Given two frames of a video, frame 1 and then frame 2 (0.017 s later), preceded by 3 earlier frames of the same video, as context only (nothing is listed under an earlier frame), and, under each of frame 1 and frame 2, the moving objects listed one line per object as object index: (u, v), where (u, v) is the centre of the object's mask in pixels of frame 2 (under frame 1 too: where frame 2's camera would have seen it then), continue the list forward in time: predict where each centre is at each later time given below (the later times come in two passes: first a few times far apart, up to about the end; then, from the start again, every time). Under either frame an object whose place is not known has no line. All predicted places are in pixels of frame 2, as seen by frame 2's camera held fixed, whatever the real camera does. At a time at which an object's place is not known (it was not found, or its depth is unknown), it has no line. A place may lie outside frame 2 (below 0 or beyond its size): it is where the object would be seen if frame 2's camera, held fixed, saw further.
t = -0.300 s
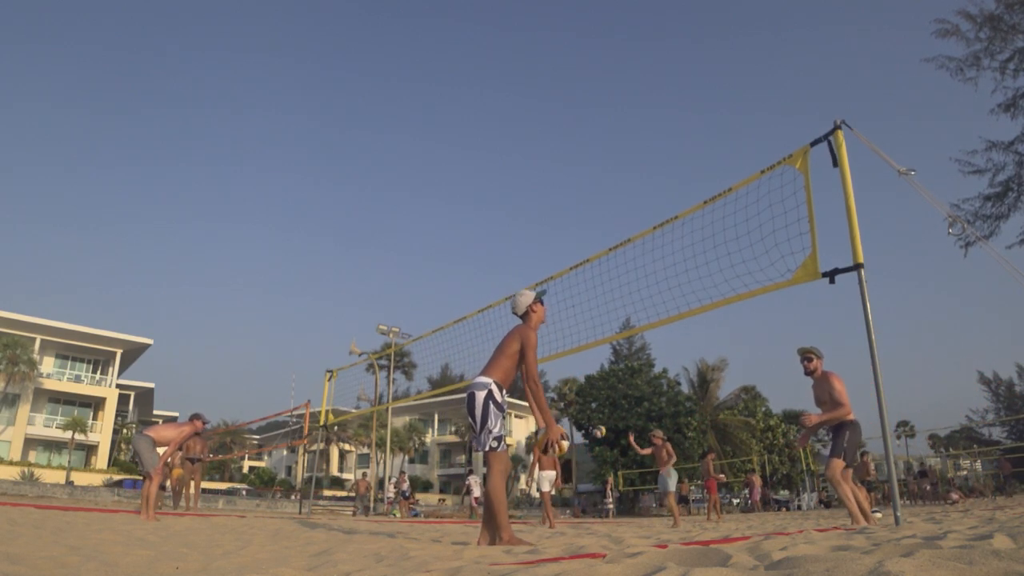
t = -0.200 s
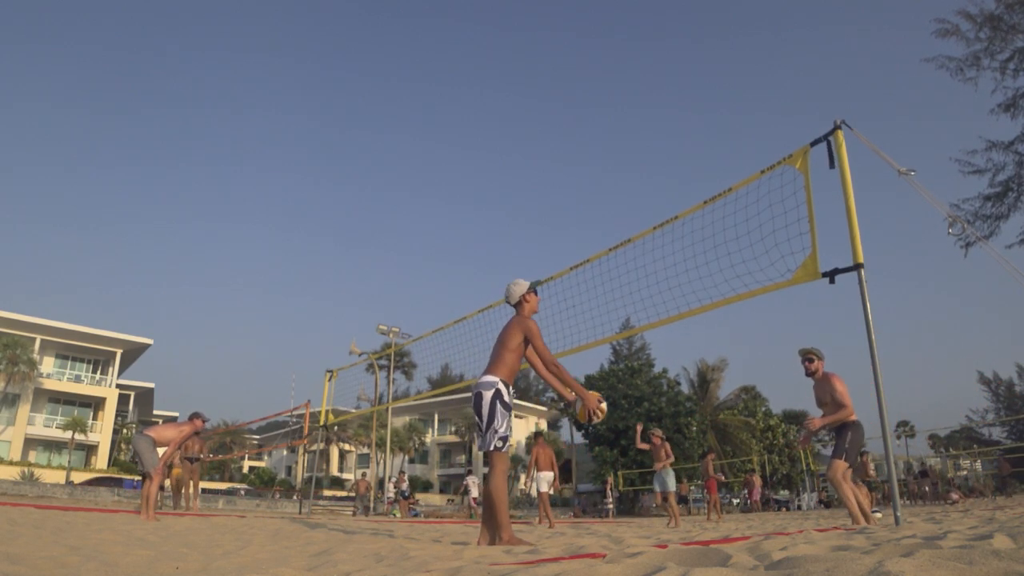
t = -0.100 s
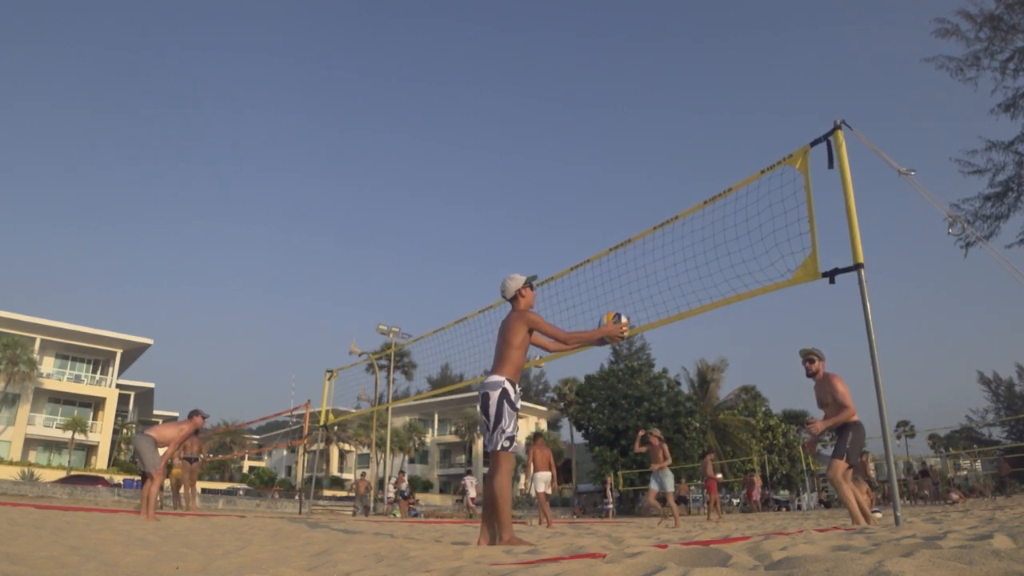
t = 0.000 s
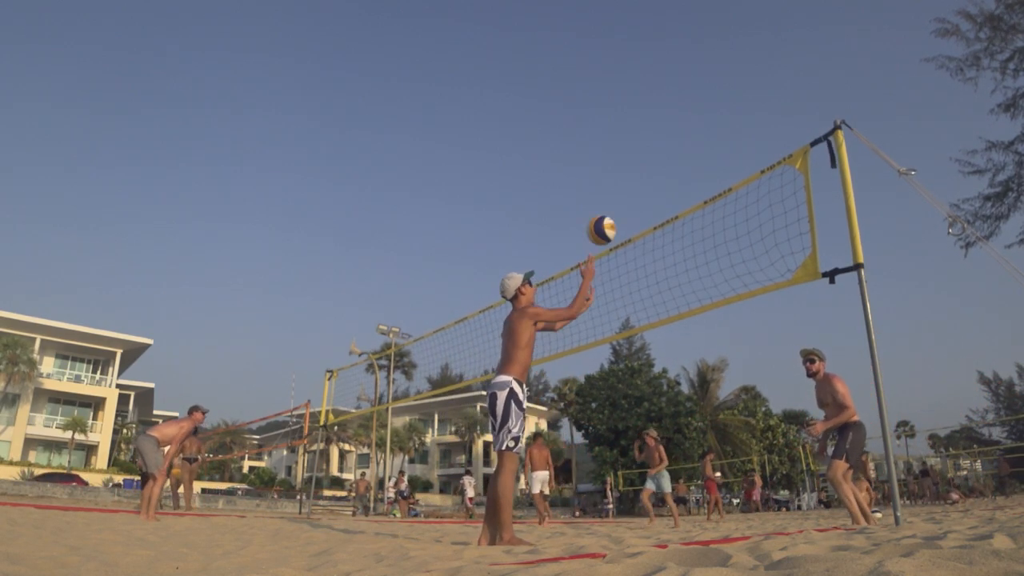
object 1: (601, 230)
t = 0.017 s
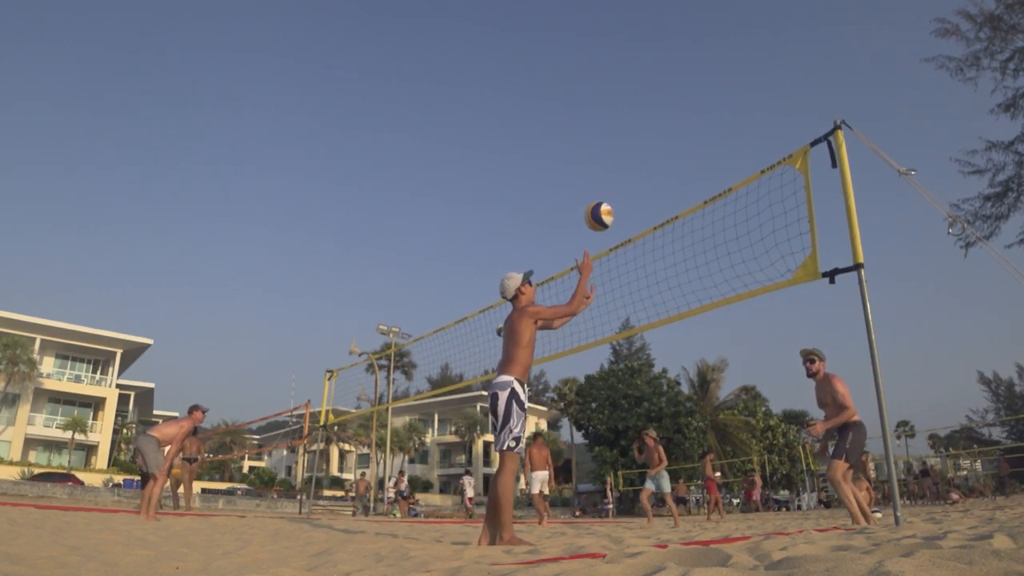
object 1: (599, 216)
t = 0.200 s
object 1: (580, 102)
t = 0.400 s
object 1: (563, 36)
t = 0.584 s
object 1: (552, 16)
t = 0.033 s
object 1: (597, 203)
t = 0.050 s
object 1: (595, 190)
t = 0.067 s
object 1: (593, 179)
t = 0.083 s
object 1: (591, 167)
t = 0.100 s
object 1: (590, 156)
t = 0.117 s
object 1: (588, 146)
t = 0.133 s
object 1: (586, 136)
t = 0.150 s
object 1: (584, 127)
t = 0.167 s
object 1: (583, 118)
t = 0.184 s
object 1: (581, 110)
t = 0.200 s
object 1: (580, 102)
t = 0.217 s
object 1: (578, 94)
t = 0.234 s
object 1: (577, 87)
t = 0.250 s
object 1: (575, 80)
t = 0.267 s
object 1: (574, 74)
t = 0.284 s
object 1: (572, 68)
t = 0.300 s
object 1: (571, 62)
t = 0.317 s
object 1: (570, 57)
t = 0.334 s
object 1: (568, 52)
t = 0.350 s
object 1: (567, 48)
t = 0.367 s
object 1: (565, 43)
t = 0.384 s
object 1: (564, 40)
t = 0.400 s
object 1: (563, 36)
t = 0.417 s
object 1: (561, 33)
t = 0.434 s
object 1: (561, 30)
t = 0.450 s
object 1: (559, 27)
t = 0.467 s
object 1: (558, 25)
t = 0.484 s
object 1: (557, 23)
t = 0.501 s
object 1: (556, 21)
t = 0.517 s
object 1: (555, 20)
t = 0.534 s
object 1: (554, 18)
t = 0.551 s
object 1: (553, 17)
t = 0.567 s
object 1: (553, 16)
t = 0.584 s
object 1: (552, 16)
